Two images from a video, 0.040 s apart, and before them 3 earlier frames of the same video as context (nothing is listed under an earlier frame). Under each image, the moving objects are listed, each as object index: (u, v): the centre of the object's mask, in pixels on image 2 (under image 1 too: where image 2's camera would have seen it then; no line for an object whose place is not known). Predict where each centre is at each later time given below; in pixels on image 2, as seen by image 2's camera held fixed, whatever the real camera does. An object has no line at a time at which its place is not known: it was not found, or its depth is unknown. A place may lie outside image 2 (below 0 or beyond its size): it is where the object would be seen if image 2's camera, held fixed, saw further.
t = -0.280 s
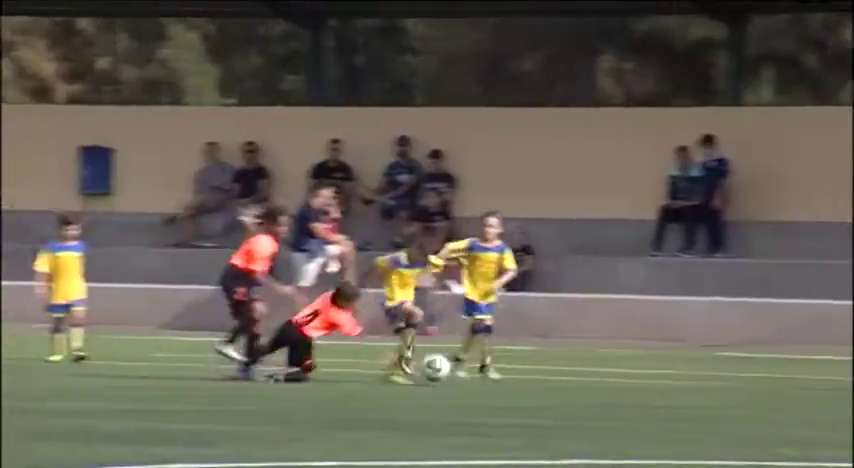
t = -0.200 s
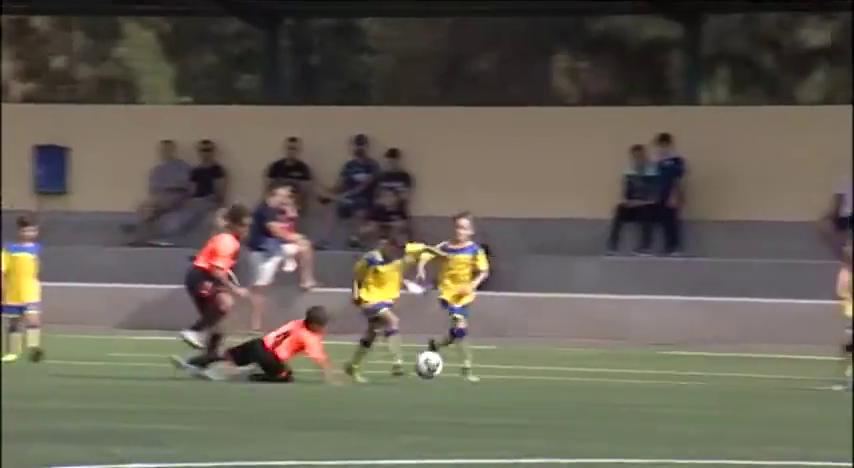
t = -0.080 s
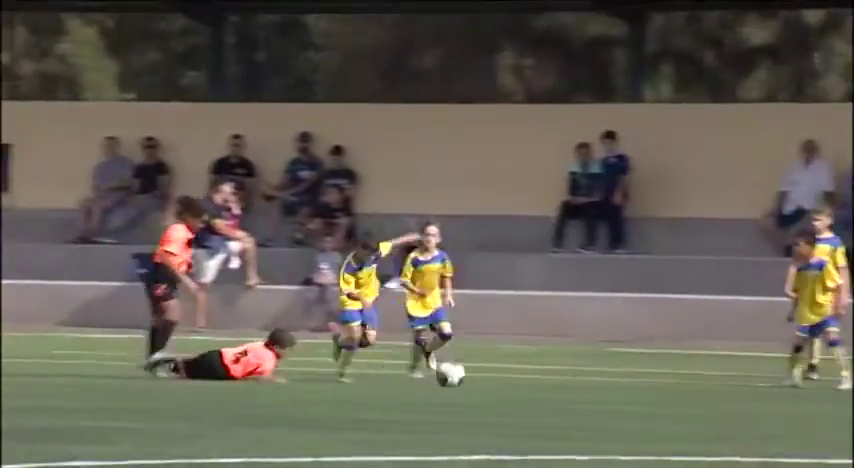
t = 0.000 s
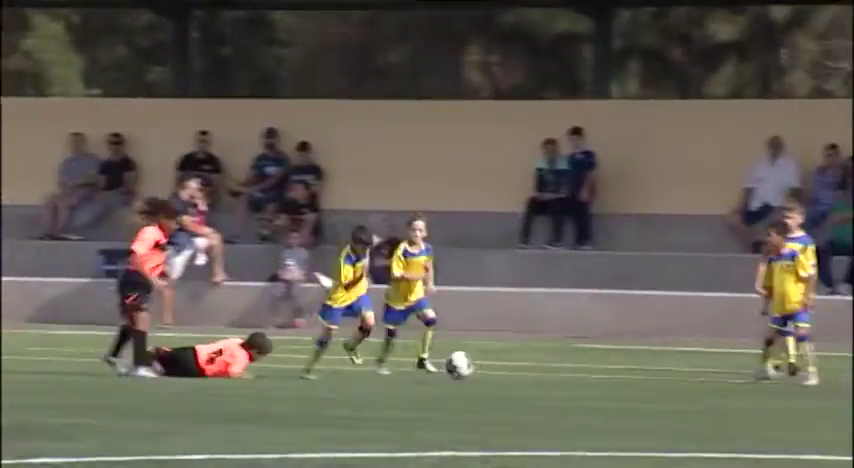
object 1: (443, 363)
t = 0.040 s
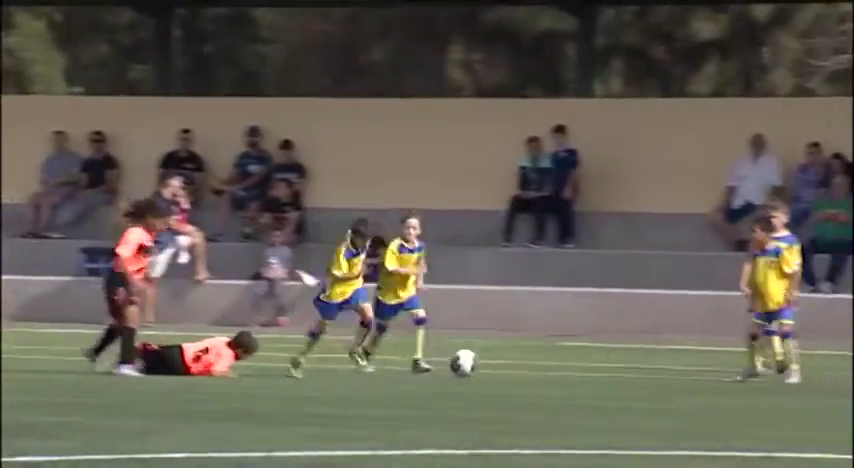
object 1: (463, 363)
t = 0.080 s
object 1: (485, 365)
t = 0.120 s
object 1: (505, 370)
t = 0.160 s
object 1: (525, 375)
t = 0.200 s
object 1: (542, 374)
